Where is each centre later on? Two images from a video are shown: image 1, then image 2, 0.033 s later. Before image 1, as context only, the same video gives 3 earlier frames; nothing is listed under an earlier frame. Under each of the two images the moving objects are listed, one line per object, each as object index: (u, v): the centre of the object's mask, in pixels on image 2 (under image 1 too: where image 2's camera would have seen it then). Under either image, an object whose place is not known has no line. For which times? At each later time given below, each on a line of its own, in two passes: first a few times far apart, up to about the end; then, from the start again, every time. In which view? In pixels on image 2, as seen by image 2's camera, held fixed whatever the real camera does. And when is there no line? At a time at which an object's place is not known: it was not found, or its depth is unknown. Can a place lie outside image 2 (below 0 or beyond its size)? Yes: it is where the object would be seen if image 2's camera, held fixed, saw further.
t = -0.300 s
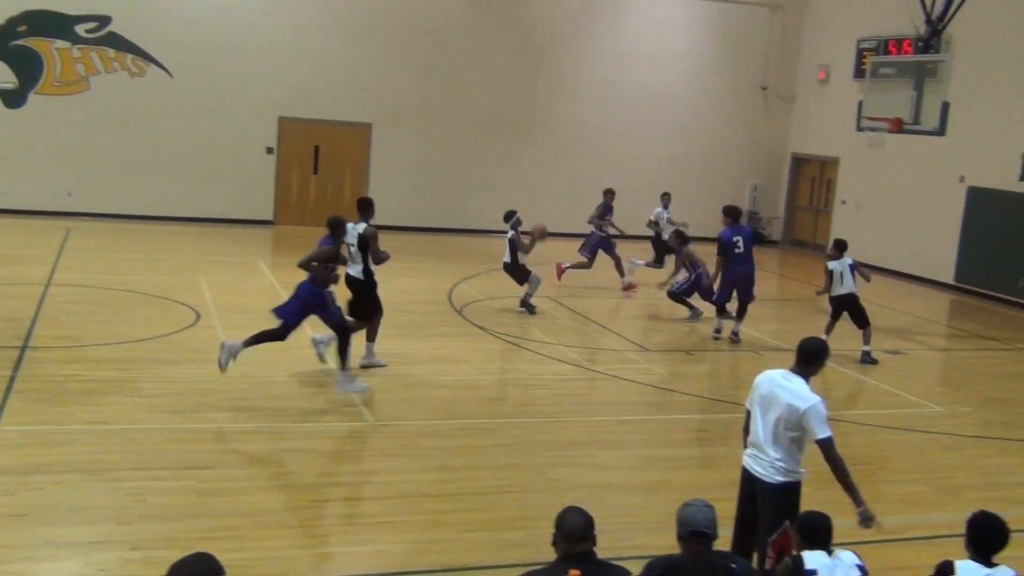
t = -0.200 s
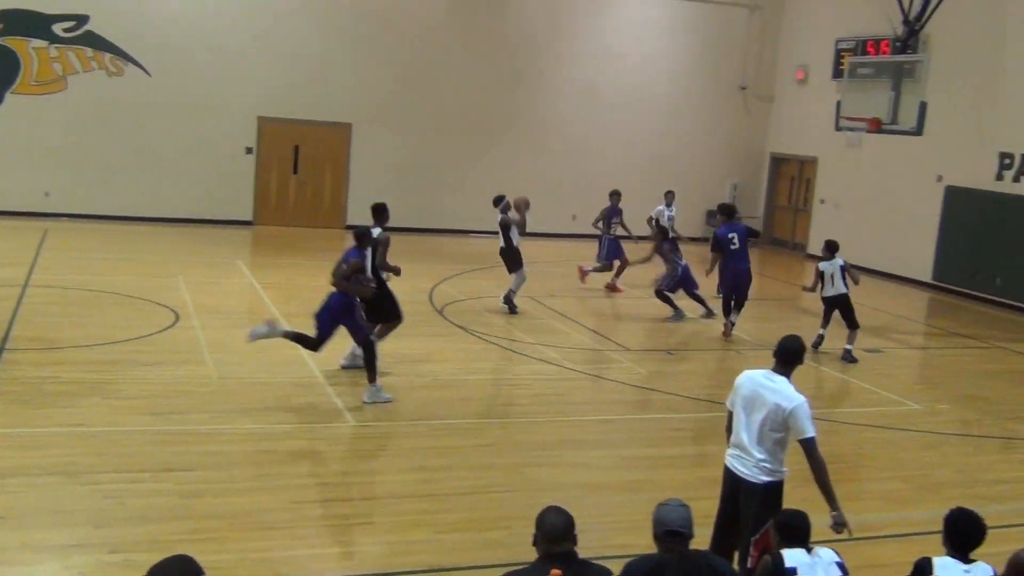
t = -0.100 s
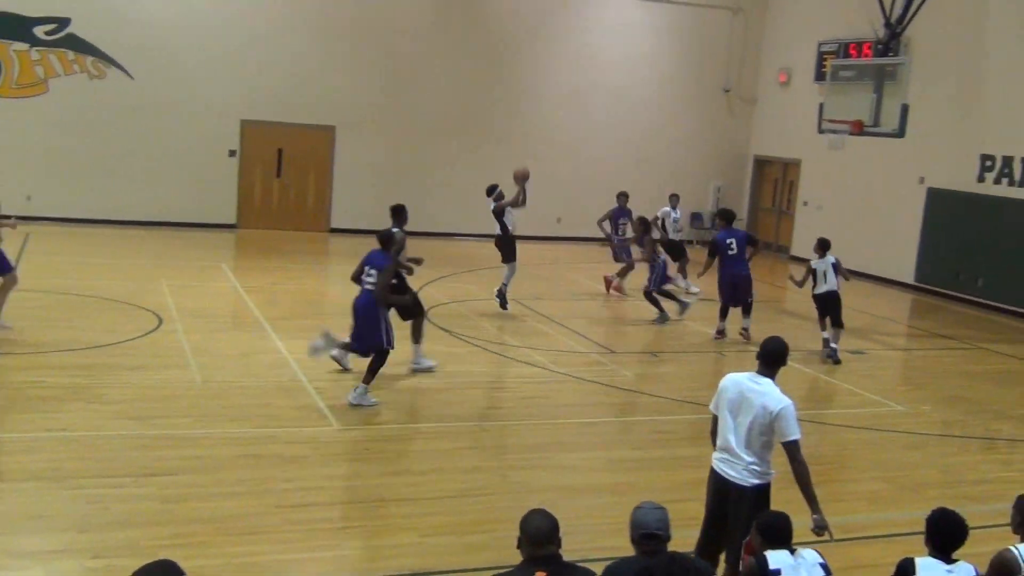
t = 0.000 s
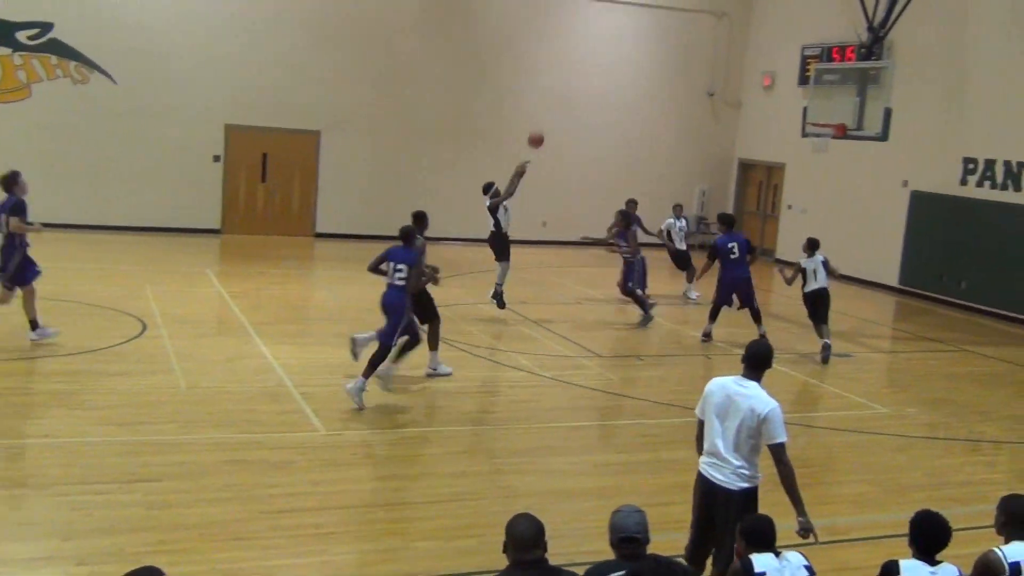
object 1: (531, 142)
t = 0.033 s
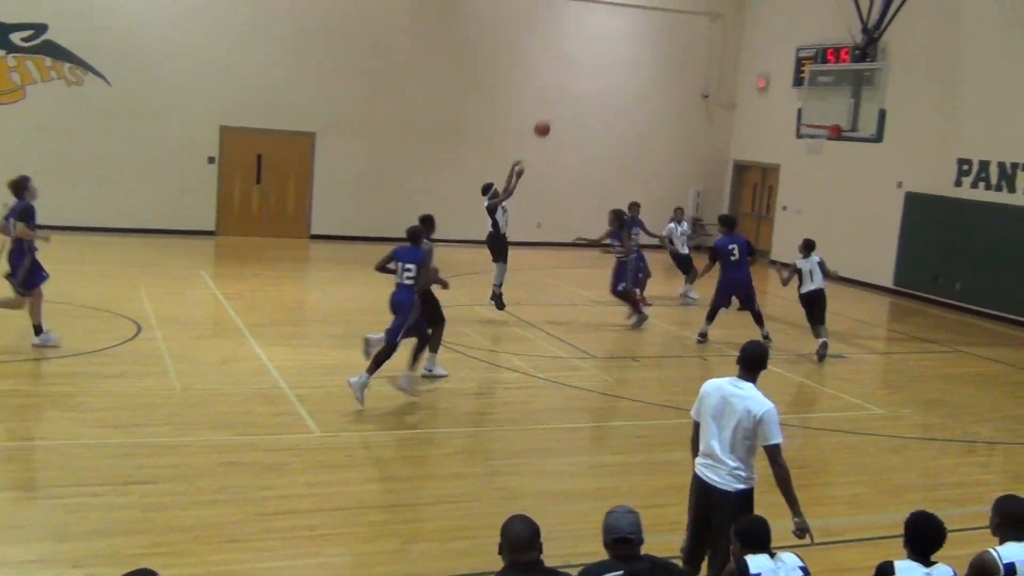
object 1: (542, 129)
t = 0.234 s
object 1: (602, 72)
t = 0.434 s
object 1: (658, 45)
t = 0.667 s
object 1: (721, 50)
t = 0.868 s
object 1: (774, 85)
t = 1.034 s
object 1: (816, 132)
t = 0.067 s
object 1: (552, 118)
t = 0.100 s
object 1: (562, 107)
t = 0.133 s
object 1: (572, 97)
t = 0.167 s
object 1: (582, 87)
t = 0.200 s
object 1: (592, 79)
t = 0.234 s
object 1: (602, 72)
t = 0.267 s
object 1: (611, 65)
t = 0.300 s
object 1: (621, 60)
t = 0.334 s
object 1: (630, 54)
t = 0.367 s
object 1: (641, 51)
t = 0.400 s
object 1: (650, 47)
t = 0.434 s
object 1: (658, 45)
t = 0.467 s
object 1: (667, 43)
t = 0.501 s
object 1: (676, 43)
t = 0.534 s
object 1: (685, 43)
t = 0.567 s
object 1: (694, 43)
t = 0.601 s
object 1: (703, 44)
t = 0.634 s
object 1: (713, 47)
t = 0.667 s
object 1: (721, 50)
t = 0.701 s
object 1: (731, 54)
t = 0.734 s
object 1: (739, 58)
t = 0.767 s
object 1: (748, 64)
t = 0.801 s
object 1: (757, 70)
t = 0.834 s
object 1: (766, 77)
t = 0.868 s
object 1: (774, 85)
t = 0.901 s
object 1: (781, 93)
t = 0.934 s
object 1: (789, 102)
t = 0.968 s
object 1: (797, 111)
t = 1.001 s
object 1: (804, 121)
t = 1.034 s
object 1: (816, 132)
